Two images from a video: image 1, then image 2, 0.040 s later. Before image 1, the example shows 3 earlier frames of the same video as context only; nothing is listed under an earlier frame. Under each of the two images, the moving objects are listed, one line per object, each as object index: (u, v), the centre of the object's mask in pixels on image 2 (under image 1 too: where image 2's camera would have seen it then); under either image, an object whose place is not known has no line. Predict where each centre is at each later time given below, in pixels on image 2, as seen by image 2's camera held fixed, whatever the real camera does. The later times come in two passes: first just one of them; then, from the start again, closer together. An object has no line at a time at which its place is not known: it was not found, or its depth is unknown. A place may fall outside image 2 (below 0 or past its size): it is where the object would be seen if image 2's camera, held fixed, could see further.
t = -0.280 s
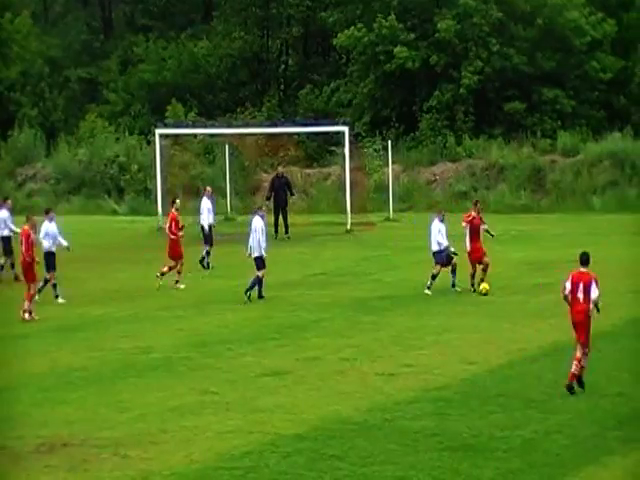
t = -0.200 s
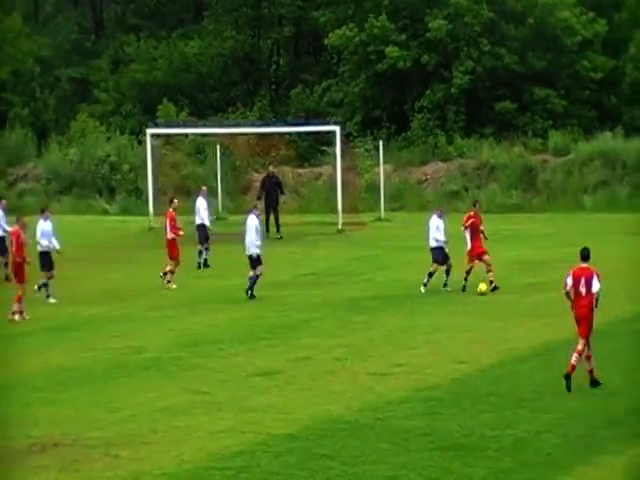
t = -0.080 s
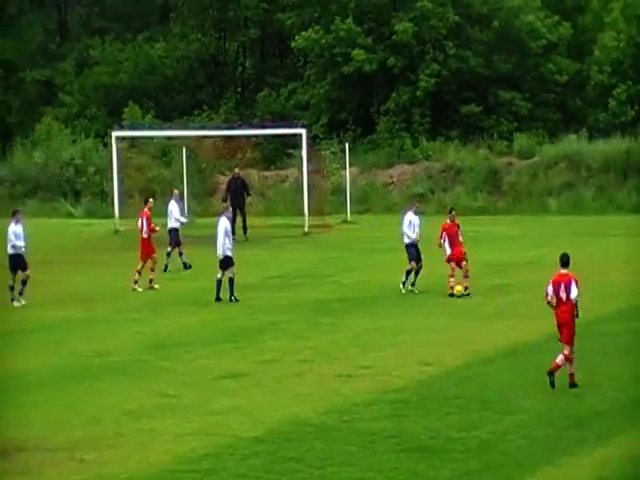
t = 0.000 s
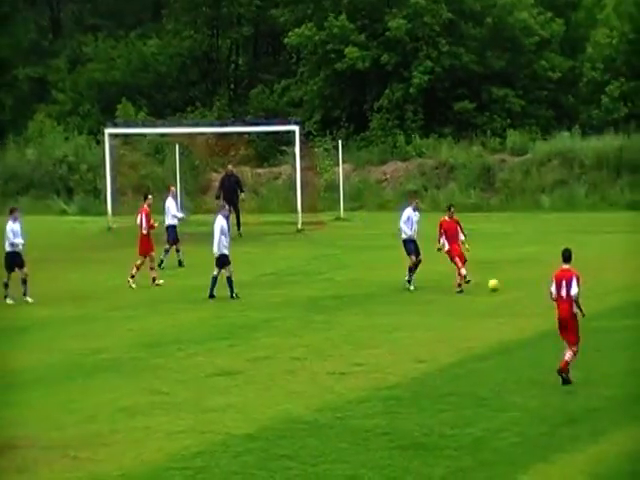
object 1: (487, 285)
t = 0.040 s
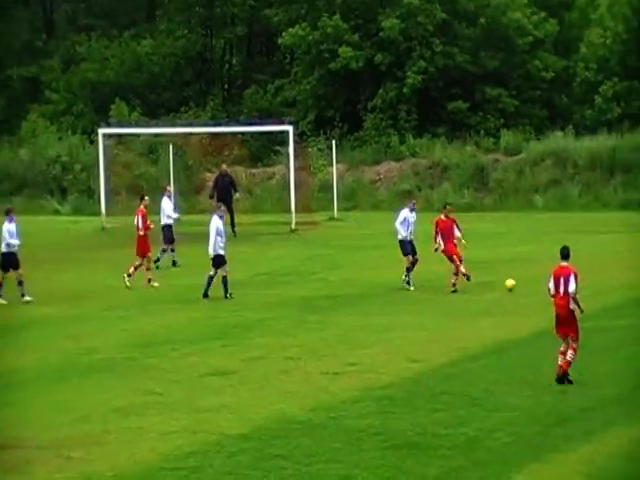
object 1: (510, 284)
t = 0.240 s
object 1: (622, 285)
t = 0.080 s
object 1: (533, 286)
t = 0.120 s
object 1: (555, 288)
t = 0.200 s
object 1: (601, 285)
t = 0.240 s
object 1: (622, 285)
